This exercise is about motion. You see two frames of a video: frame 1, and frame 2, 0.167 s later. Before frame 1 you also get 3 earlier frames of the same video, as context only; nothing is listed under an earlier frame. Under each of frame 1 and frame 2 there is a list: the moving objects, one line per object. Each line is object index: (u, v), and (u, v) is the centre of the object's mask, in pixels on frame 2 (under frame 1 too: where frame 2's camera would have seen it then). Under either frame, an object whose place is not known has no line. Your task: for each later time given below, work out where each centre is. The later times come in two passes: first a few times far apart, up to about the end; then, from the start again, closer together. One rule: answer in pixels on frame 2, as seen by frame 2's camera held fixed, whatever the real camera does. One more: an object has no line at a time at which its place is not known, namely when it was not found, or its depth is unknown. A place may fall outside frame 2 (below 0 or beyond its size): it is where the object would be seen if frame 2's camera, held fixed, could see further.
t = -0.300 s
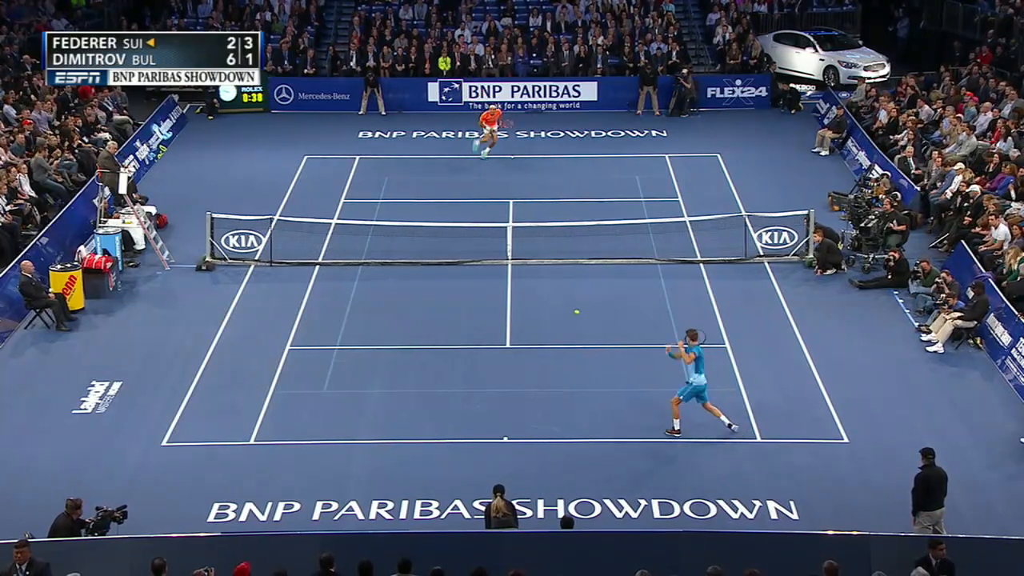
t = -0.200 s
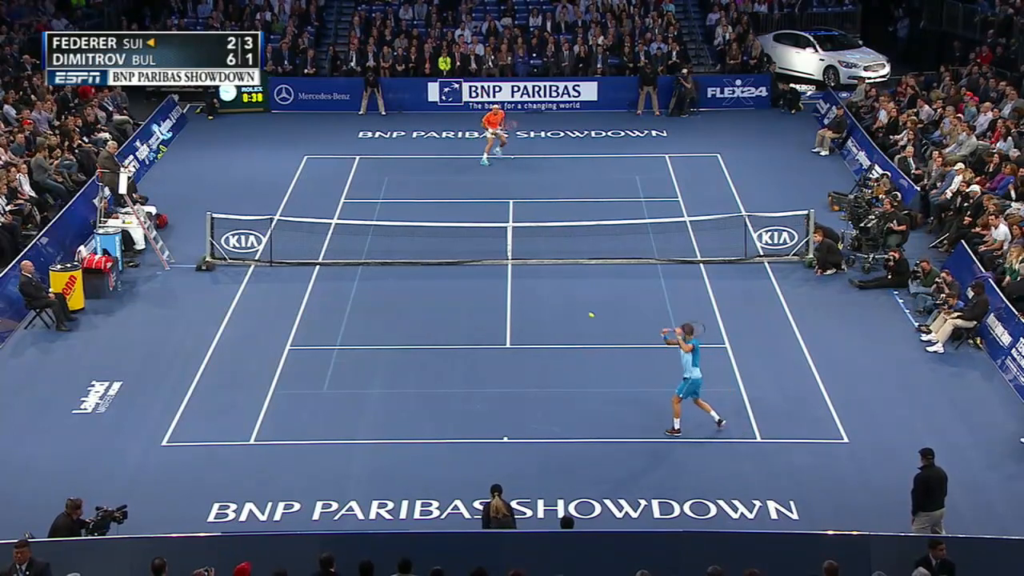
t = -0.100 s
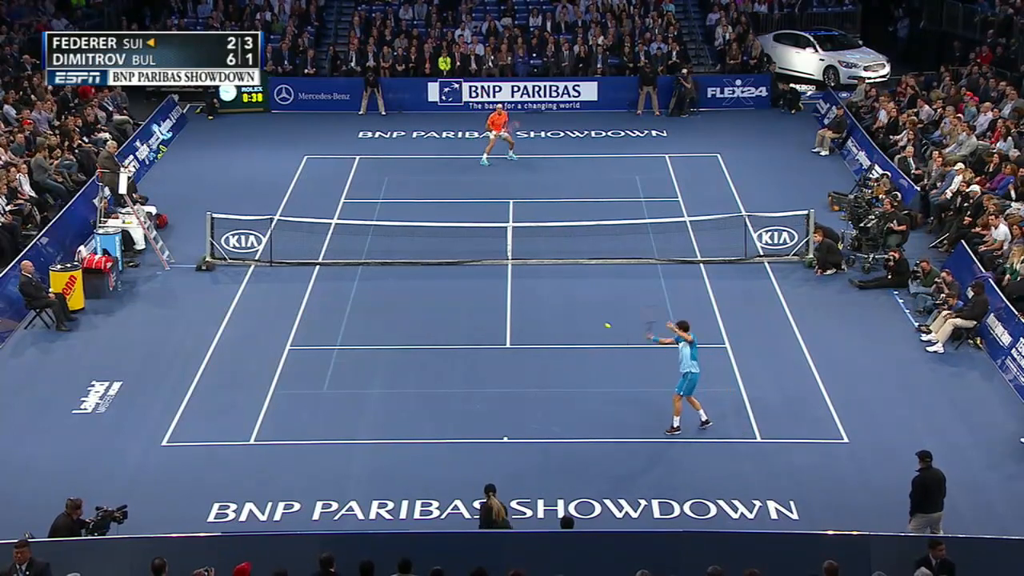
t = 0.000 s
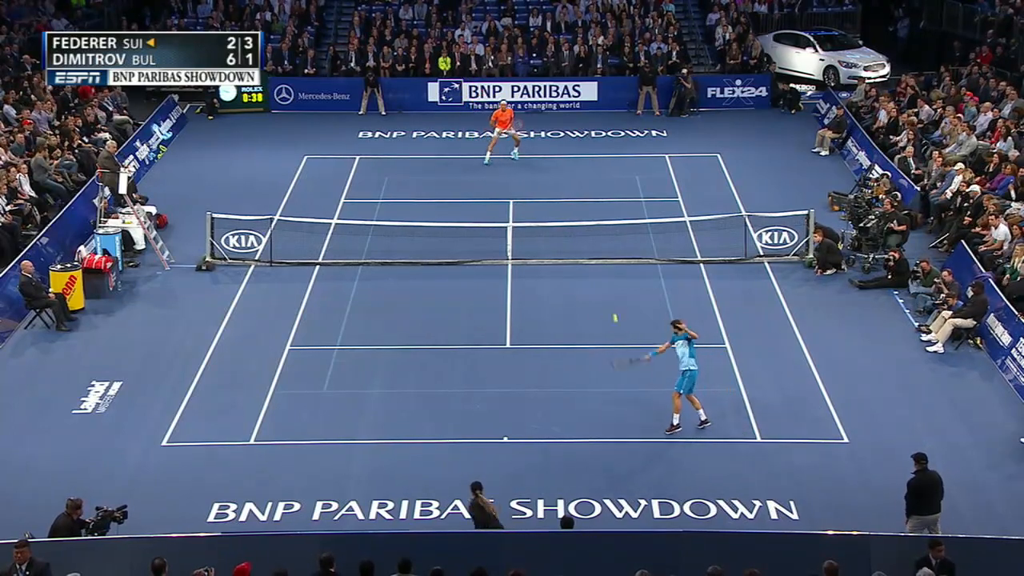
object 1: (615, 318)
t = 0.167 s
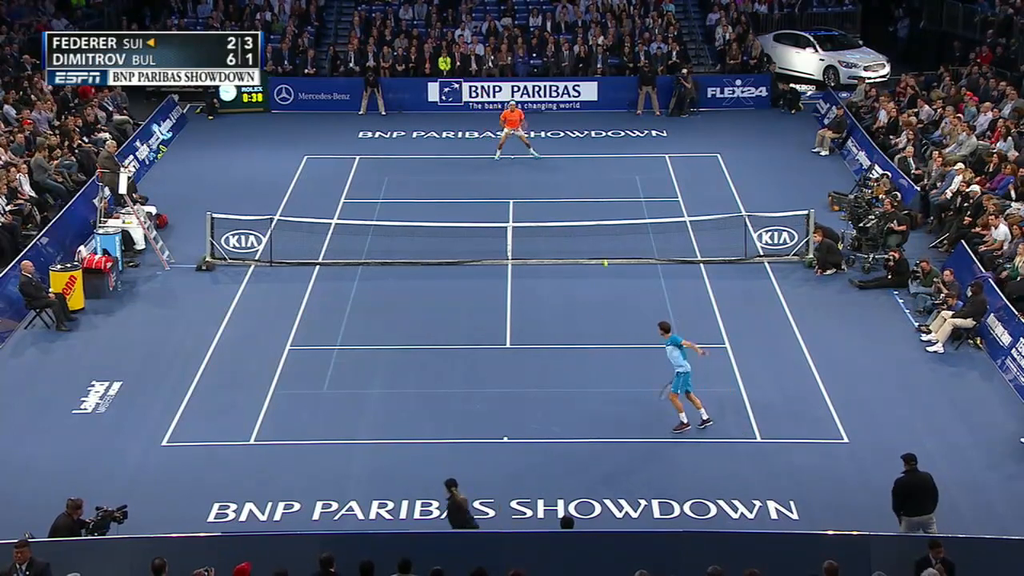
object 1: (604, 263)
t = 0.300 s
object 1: (598, 233)
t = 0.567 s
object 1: (586, 201)
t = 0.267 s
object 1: (600, 240)
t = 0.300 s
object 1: (598, 233)
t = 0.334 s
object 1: (596, 227)
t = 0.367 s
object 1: (595, 221)
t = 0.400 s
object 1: (593, 217)
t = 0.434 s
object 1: (592, 212)
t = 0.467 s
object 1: (590, 209)
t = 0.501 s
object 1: (589, 206)
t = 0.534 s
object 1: (587, 203)
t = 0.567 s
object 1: (586, 201)
